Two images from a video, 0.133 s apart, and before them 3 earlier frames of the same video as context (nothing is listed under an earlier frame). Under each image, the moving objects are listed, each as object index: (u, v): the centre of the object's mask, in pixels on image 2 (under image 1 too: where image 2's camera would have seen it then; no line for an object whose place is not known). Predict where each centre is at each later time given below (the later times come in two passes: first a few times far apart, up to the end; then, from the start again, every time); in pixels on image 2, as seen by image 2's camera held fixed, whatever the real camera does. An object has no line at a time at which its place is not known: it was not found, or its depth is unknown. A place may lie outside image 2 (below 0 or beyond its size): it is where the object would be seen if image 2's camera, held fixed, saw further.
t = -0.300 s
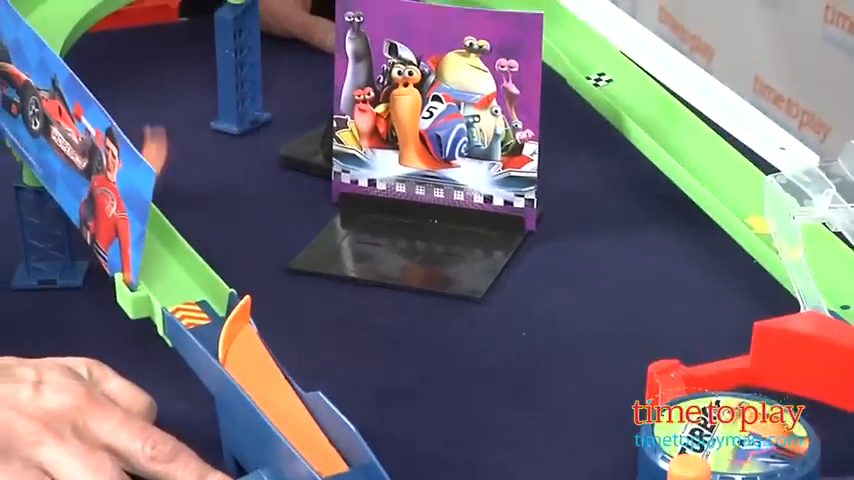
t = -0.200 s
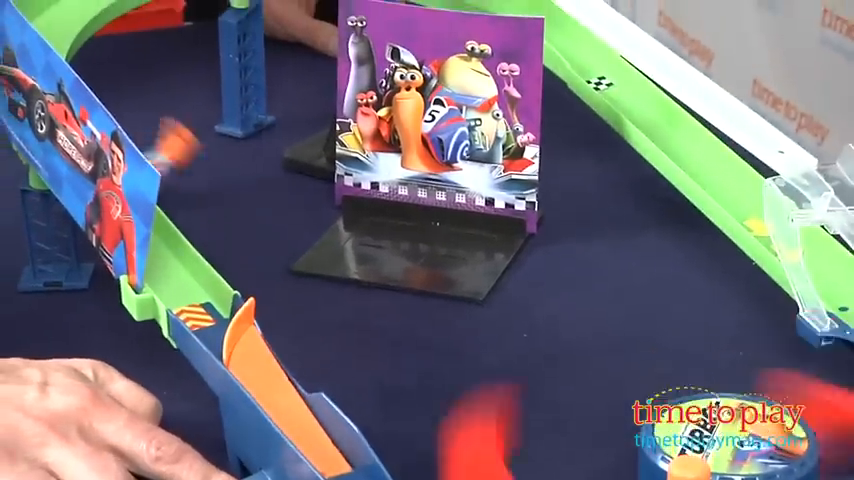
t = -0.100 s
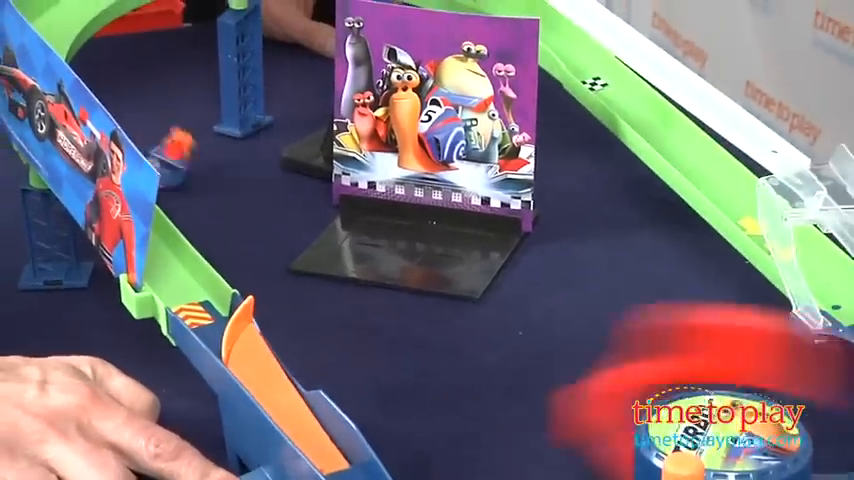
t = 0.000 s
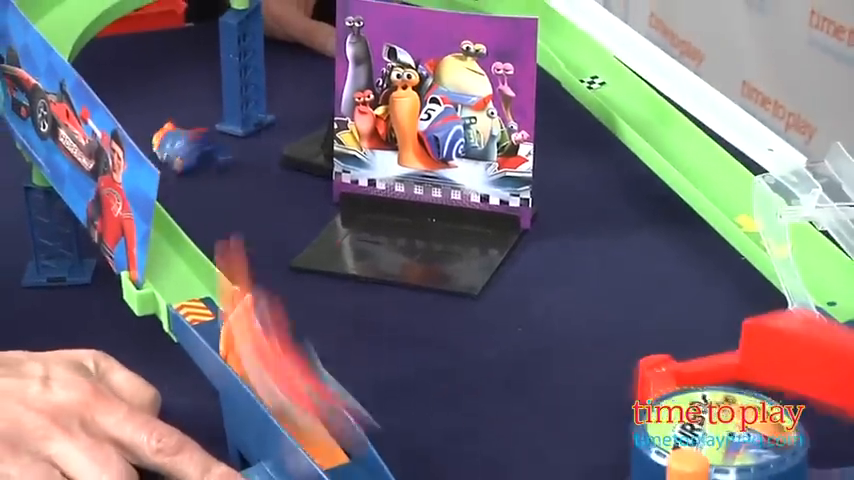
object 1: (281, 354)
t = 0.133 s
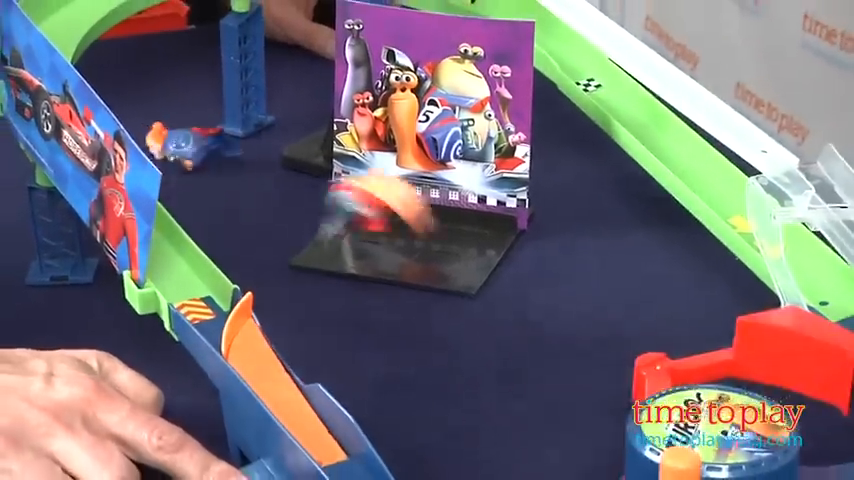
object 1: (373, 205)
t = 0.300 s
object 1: (446, 219)
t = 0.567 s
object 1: (549, 241)
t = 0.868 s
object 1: (581, 270)
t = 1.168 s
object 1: (586, 274)
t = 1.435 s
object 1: (586, 275)
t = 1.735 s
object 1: (586, 275)
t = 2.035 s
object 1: (586, 275)
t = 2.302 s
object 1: (586, 275)
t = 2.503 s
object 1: (586, 276)
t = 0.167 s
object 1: (398, 221)
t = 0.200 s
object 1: (407, 242)
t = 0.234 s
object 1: (457, 254)
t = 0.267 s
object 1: (456, 238)
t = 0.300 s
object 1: (446, 219)
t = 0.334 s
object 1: (460, 211)
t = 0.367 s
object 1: (475, 209)
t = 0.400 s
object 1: (490, 216)
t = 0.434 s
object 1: (503, 223)
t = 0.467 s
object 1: (517, 231)
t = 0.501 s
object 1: (526, 237)
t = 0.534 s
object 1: (540, 239)
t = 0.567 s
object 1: (549, 241)
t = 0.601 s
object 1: (554, 245)
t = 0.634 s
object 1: (555, 249)
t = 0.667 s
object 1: (560, 253)
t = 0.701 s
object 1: (565, 257)
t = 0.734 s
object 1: (569, 260)
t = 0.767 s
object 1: (573, 263)
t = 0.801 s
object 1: (576, 266)
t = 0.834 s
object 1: (579, 268)
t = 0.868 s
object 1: (581, 270)
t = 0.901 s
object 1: (583, 272)
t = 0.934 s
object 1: (585, 273)
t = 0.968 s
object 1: (586, 274)
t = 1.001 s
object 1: (586, 275)
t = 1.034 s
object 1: (586, 275)
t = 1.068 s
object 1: (586, 275)
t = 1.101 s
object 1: (586, 275)
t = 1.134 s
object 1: (586, 275)
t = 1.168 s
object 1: (586, 274)
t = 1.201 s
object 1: (586, 275)
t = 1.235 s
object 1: (586, 275)
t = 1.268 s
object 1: (586, 275)
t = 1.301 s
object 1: (586, 275)
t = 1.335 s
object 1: (586, 275)
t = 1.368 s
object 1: (586, 275)
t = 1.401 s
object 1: (586, 275)
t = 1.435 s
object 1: (586, 275)
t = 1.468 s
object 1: (586, 275)
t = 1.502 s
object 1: (586, 275)
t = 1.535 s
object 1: (586, 275)
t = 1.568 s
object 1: (586, 275)
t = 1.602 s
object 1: (586, 275)
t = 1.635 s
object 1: (586, 275)
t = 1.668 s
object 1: (586, 275)
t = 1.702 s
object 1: (586, 275)
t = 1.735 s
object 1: (586, 275)
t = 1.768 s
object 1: (586, 275)
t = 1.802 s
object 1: (586, 275)
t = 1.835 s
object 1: (586, 275)
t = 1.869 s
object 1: (586, 275)
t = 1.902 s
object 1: (586, 275)
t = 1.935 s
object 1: (586, 275)
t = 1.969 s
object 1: (586, 275)
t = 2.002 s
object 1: (586, 275)
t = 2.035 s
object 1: (586, 275)
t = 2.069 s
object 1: (586, 275)
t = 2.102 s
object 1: (586, 275)
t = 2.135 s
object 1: (586, 275)
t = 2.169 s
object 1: (586, 275)
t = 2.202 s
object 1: (586, 275)
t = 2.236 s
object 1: (586, 275)
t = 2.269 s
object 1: (586, 275)
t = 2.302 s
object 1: (586, 275)
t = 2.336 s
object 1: (586, 275)
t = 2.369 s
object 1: (586, 275)
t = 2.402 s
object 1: (586, 276)
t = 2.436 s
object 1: (586, 276)
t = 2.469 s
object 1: (586, 276)
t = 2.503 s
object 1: (586, 276)
